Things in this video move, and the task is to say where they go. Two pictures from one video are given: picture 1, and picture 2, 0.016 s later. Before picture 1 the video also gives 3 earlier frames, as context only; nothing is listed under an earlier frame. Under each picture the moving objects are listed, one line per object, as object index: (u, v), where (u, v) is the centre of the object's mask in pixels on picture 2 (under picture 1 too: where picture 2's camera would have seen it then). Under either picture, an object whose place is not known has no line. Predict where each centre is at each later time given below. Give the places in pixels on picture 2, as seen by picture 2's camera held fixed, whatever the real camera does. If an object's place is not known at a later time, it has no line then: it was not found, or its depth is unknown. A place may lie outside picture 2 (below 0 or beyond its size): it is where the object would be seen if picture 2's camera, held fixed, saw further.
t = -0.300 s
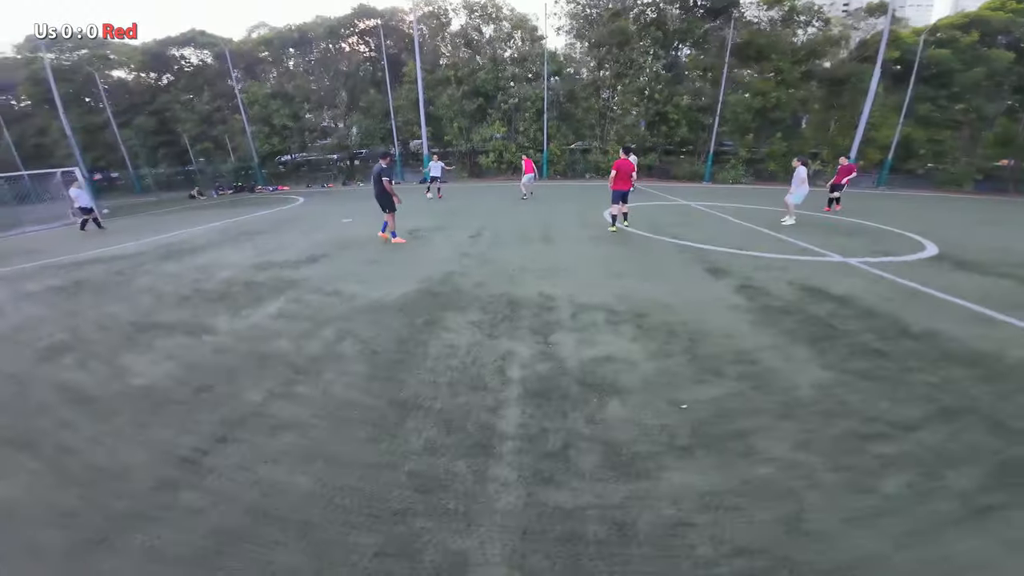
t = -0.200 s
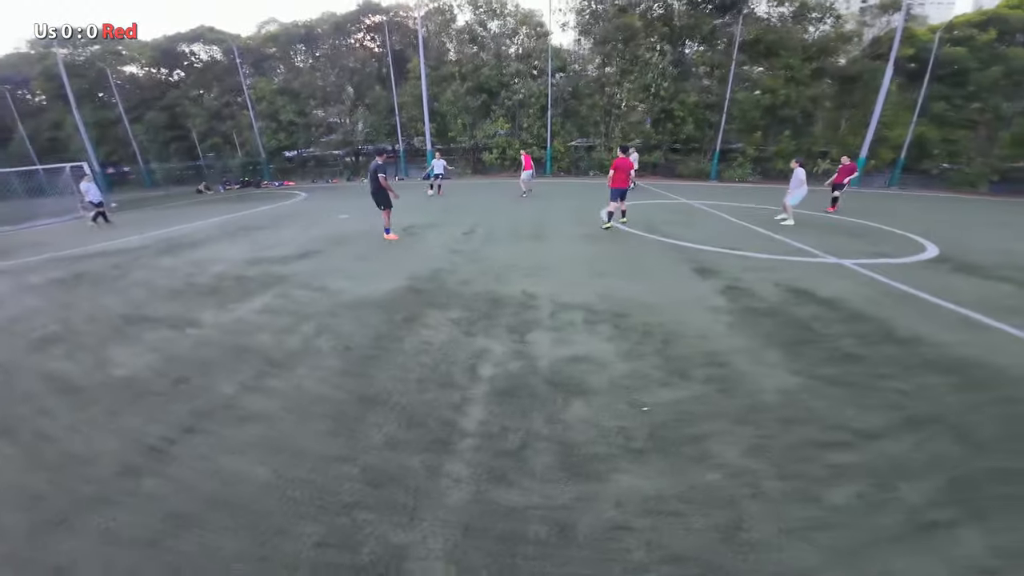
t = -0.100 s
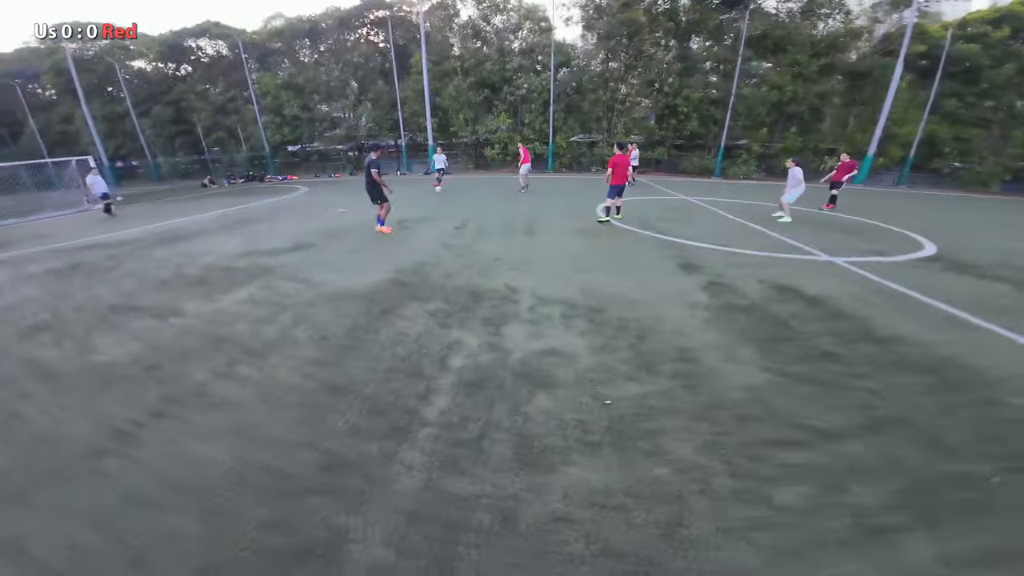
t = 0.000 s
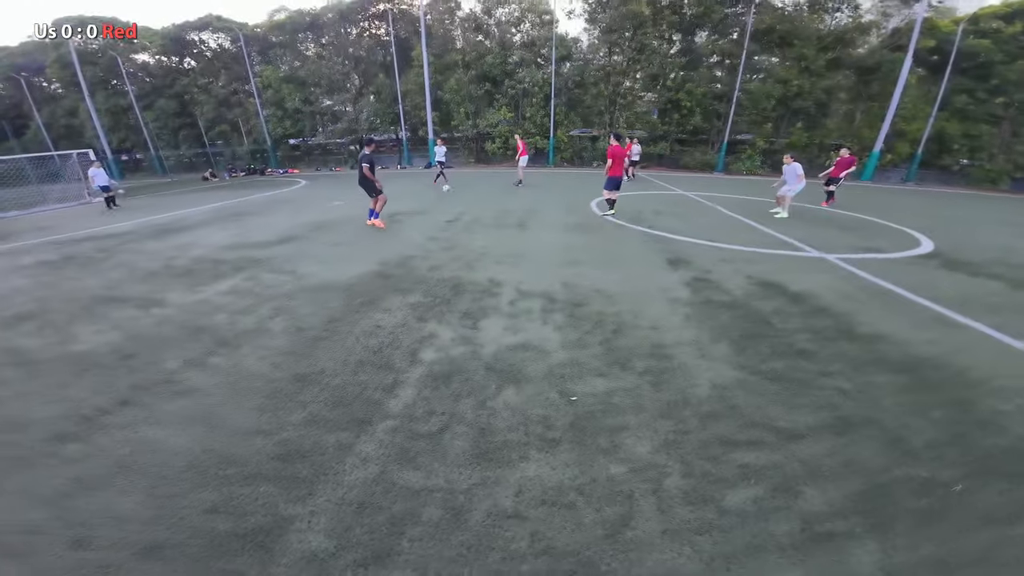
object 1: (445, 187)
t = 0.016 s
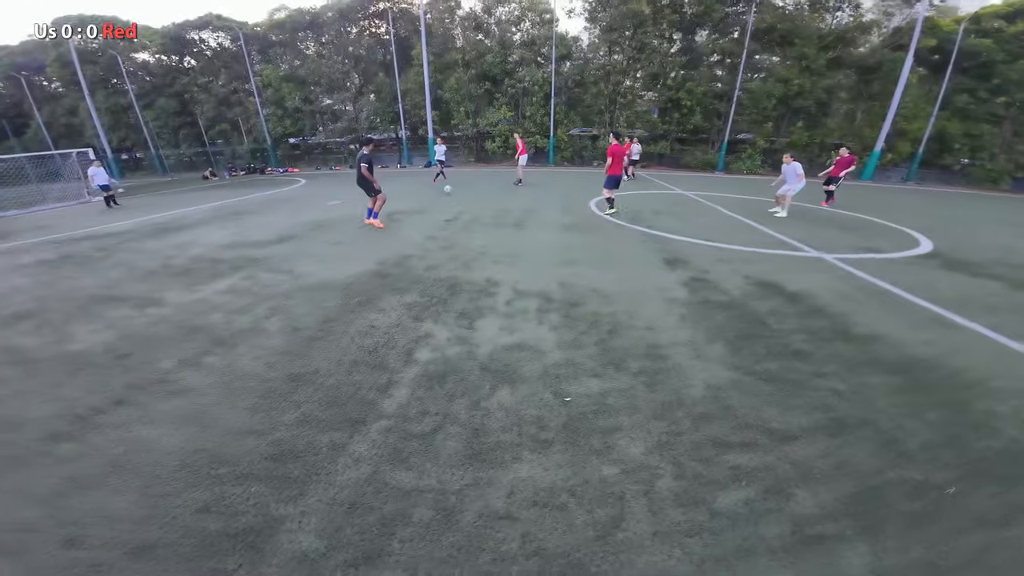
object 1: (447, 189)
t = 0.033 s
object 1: (450, 191)
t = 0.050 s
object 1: (452, 192)
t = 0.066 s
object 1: (455, 195)
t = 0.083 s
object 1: (458, 197)
